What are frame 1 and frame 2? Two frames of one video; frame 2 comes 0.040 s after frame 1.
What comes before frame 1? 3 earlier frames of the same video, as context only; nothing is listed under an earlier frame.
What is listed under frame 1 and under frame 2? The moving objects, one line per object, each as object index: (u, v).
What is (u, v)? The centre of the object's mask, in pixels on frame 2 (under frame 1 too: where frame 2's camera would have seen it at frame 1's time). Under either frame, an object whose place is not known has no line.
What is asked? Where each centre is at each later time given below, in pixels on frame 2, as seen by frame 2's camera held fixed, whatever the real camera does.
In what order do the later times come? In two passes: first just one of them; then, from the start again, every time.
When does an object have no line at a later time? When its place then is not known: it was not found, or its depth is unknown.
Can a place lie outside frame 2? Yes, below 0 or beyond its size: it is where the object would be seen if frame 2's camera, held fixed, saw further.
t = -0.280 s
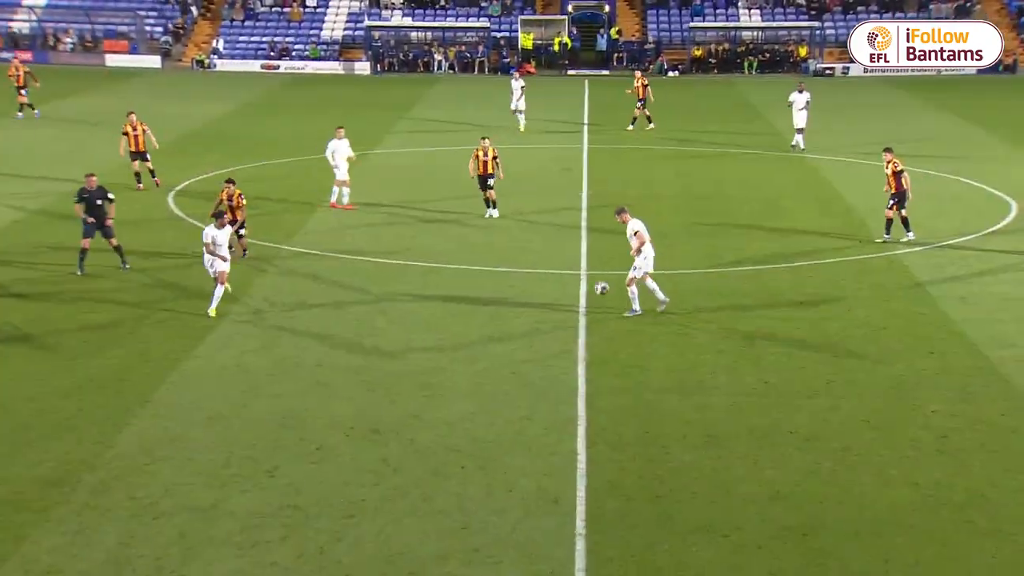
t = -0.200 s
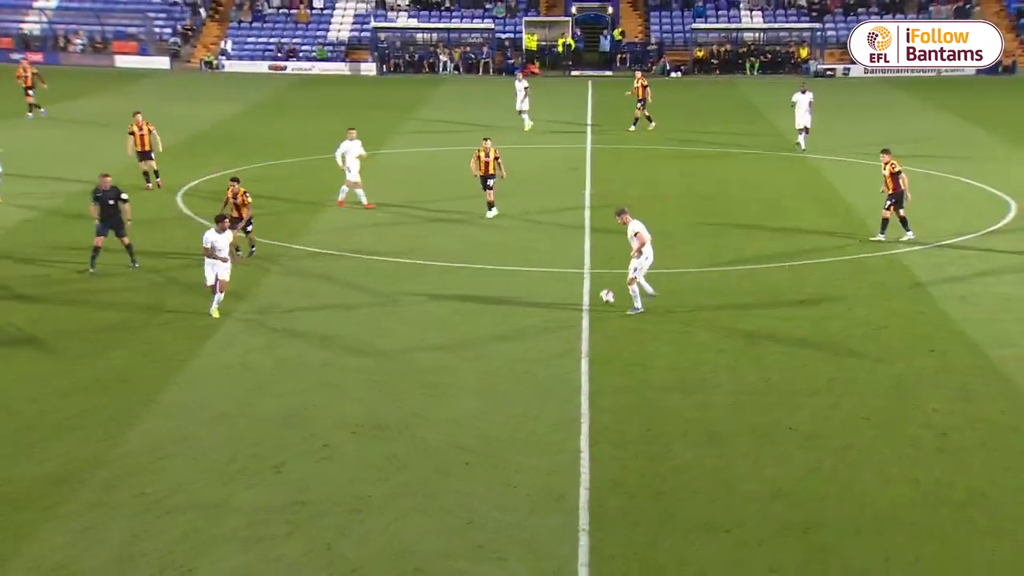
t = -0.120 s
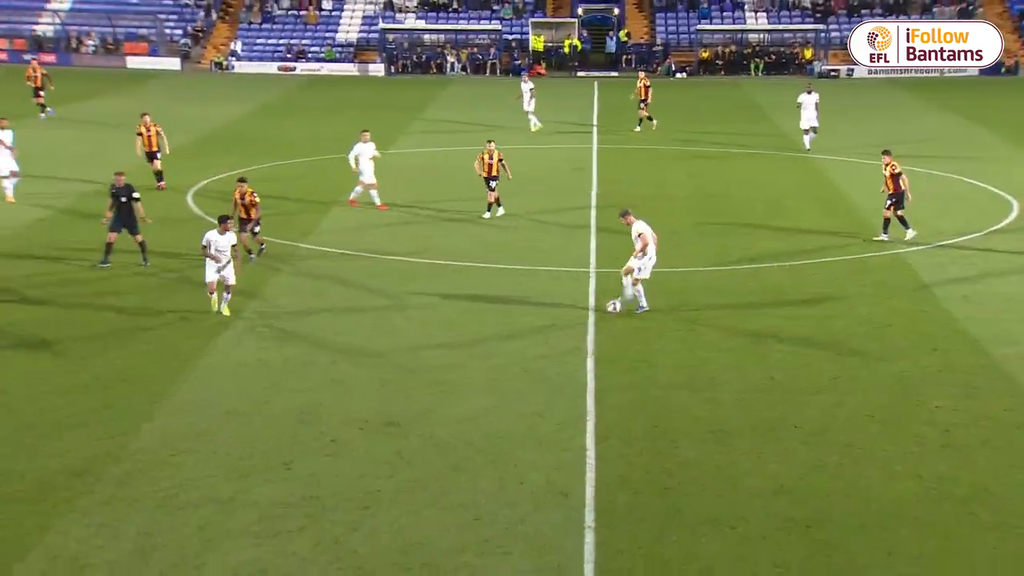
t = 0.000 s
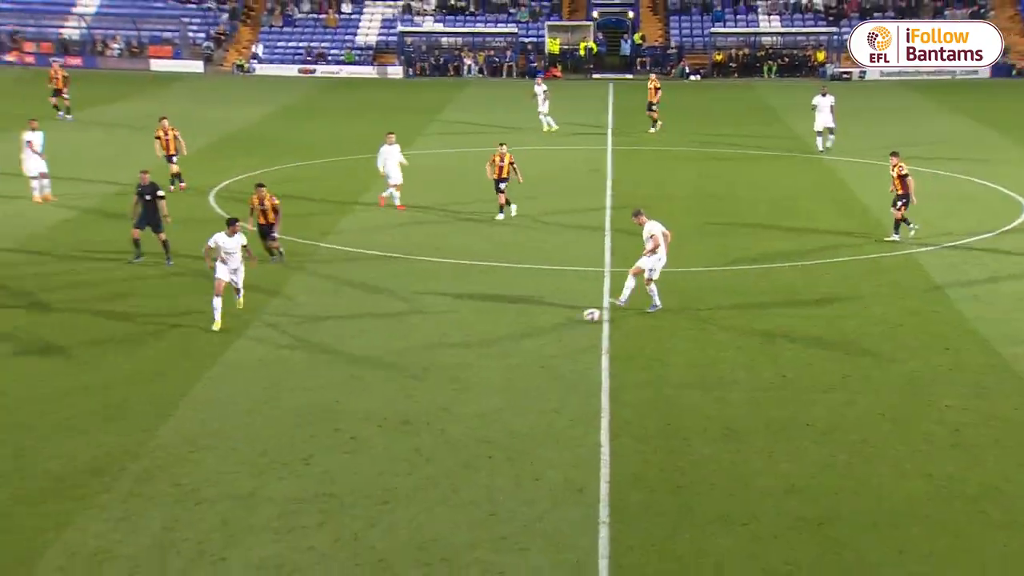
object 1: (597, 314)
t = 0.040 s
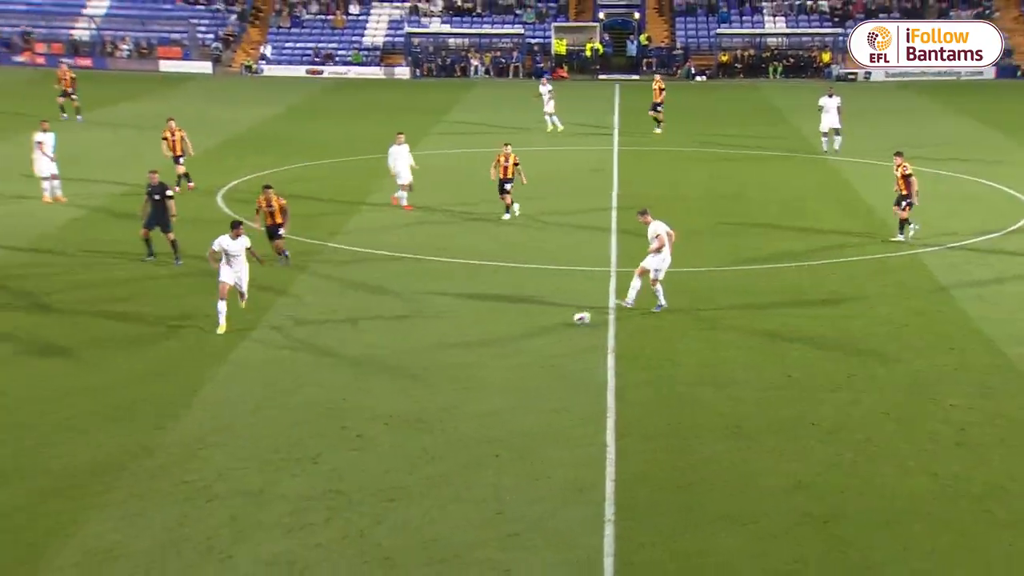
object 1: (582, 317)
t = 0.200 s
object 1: (519, 335)
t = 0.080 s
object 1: (566, 321)
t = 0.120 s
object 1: (550, 326)
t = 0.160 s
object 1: (534, 332)
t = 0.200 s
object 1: (519, 335)
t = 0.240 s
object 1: (504, 340)
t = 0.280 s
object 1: (489, 344)
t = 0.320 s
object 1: (474, 349)
